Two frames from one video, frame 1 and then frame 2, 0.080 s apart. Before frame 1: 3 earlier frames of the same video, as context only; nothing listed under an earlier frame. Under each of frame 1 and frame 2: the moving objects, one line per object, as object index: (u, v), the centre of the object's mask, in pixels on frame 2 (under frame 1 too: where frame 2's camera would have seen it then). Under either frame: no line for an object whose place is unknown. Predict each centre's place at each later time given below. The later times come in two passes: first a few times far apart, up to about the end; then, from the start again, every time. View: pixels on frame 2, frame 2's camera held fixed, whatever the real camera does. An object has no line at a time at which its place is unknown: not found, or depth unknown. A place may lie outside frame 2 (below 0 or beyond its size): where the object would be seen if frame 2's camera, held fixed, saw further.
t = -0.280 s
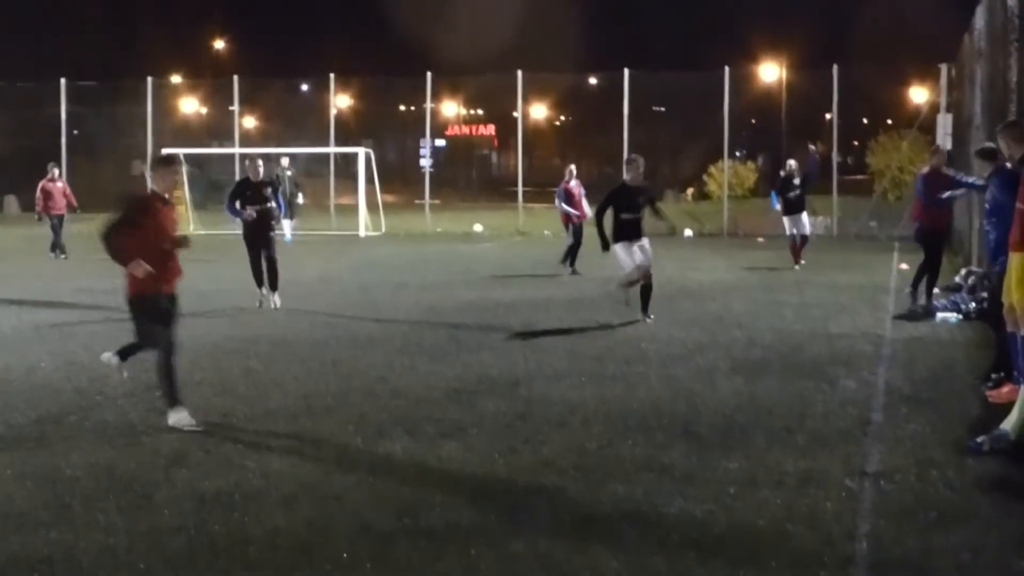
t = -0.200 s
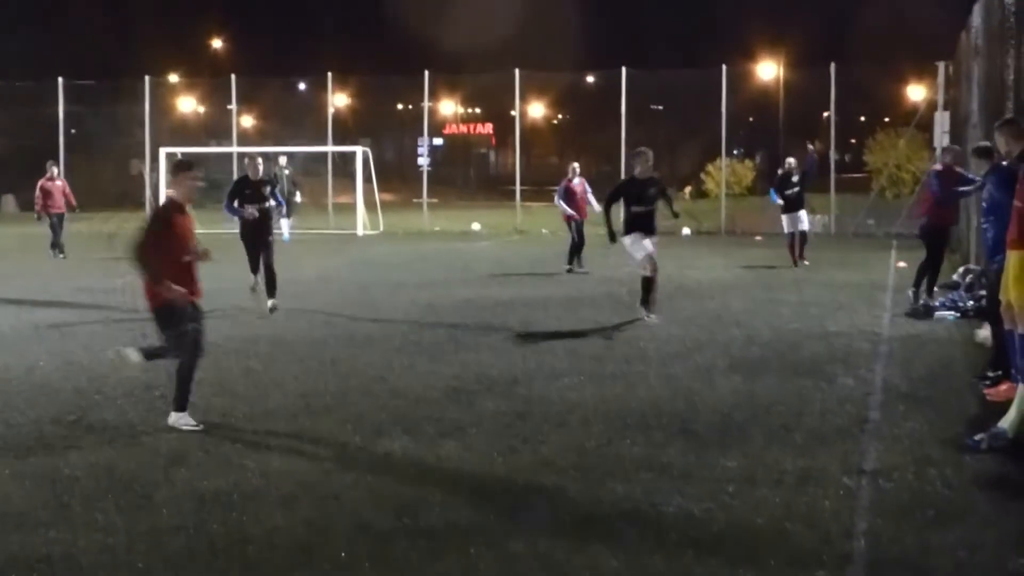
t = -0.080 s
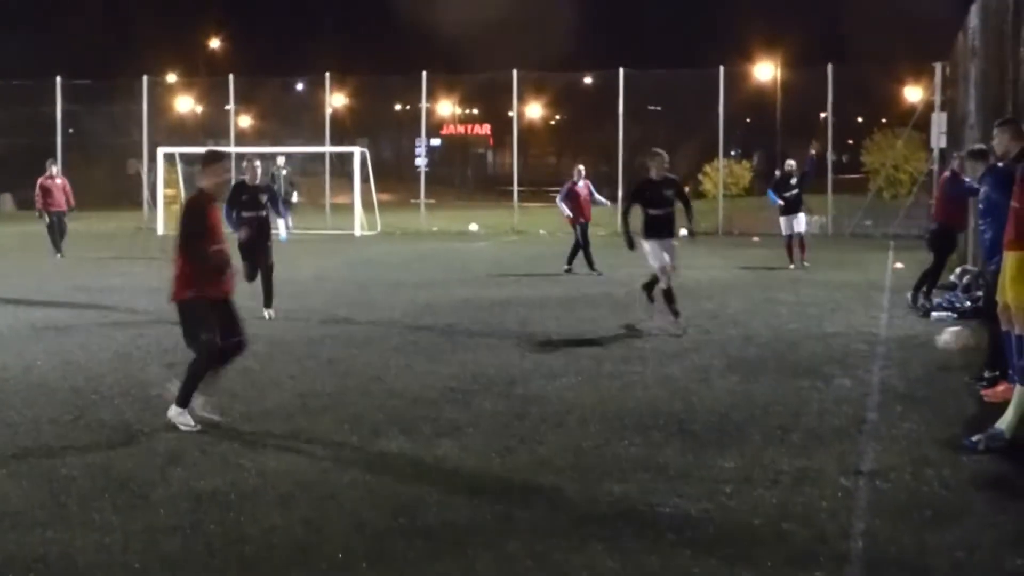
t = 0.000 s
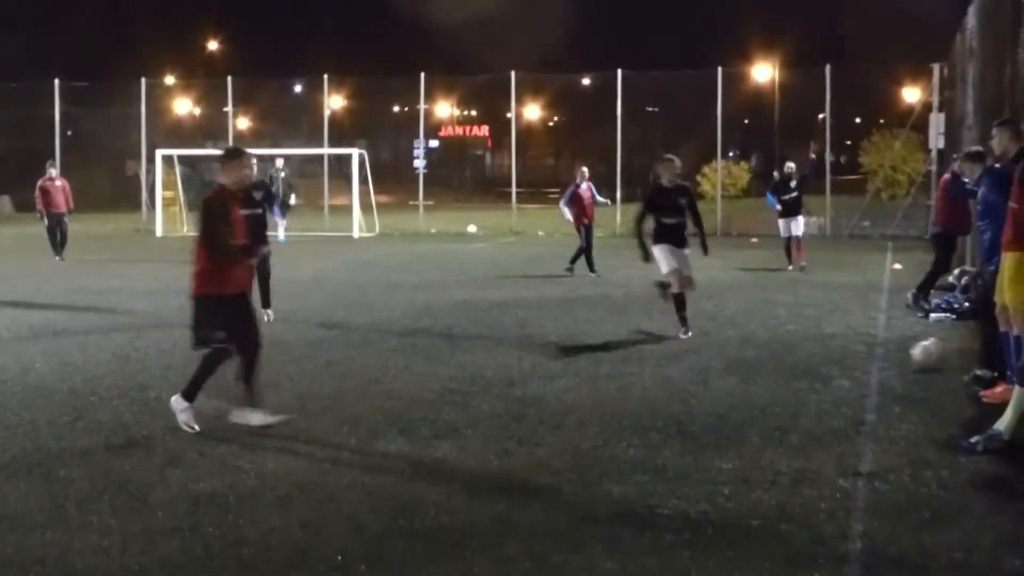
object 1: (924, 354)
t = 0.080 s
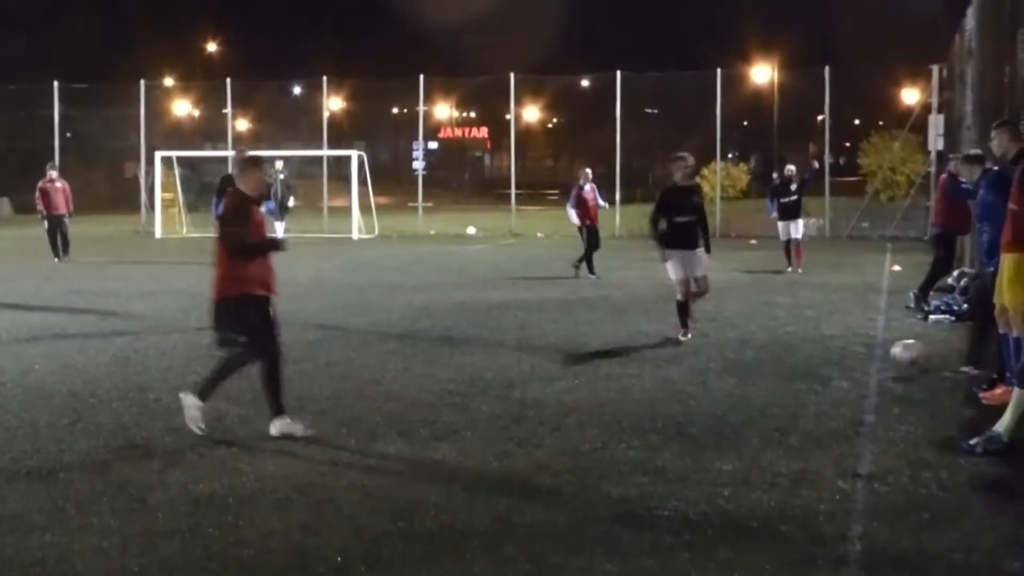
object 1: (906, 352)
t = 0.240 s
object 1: (872, 368)
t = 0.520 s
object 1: (804, 386)
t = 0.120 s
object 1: (897, 354)
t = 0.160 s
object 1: (889, 356)
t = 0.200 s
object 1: (881, 362)
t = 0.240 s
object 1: (872, 368)
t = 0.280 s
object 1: (862, 370)
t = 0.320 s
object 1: (853, 369)
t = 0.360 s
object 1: (845, 369)
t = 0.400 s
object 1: (834, 370)
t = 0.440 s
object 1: (822, 376)
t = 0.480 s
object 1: (813, 383)
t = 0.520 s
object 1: (804, 386)
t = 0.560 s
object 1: (794, 387)
